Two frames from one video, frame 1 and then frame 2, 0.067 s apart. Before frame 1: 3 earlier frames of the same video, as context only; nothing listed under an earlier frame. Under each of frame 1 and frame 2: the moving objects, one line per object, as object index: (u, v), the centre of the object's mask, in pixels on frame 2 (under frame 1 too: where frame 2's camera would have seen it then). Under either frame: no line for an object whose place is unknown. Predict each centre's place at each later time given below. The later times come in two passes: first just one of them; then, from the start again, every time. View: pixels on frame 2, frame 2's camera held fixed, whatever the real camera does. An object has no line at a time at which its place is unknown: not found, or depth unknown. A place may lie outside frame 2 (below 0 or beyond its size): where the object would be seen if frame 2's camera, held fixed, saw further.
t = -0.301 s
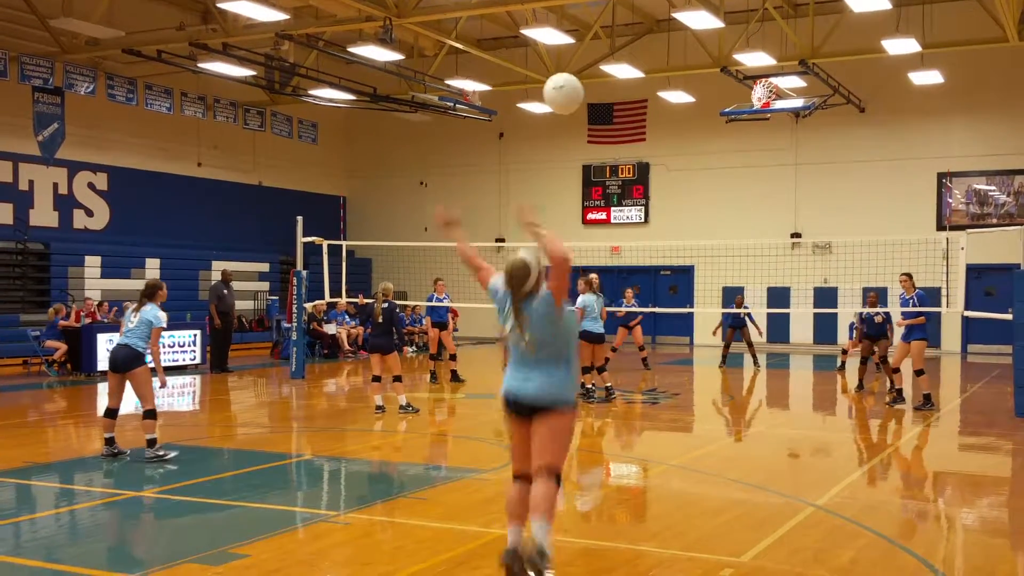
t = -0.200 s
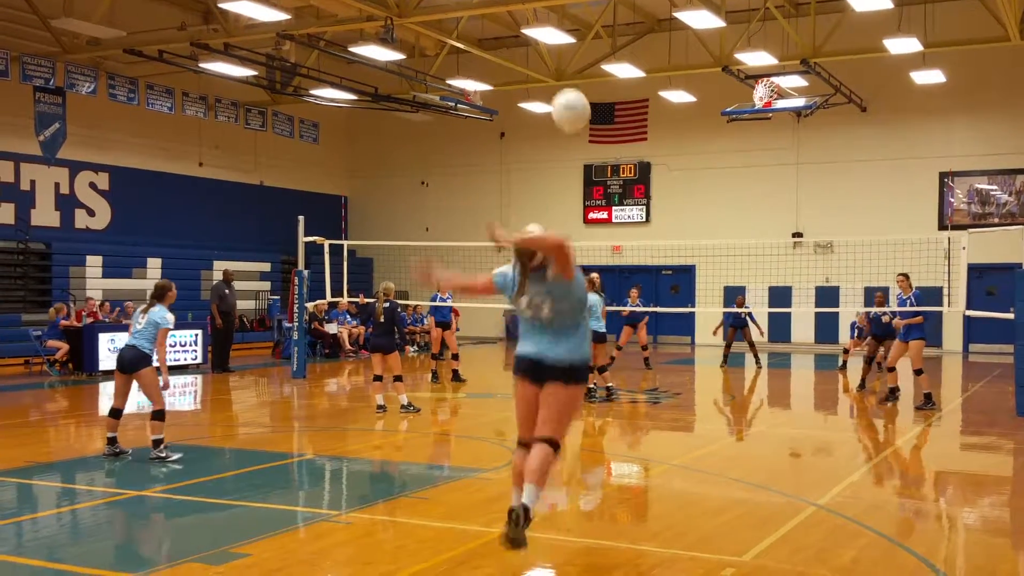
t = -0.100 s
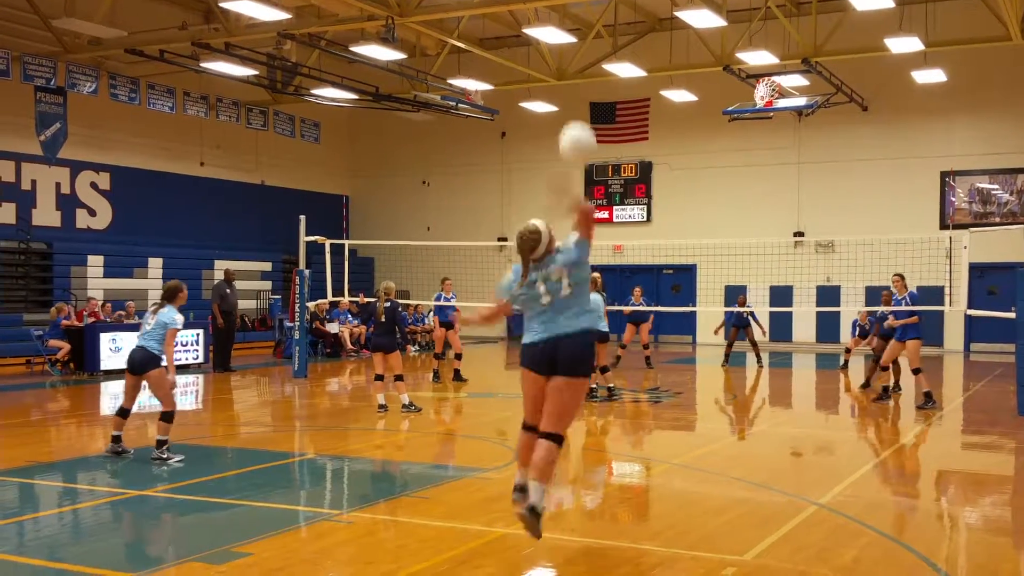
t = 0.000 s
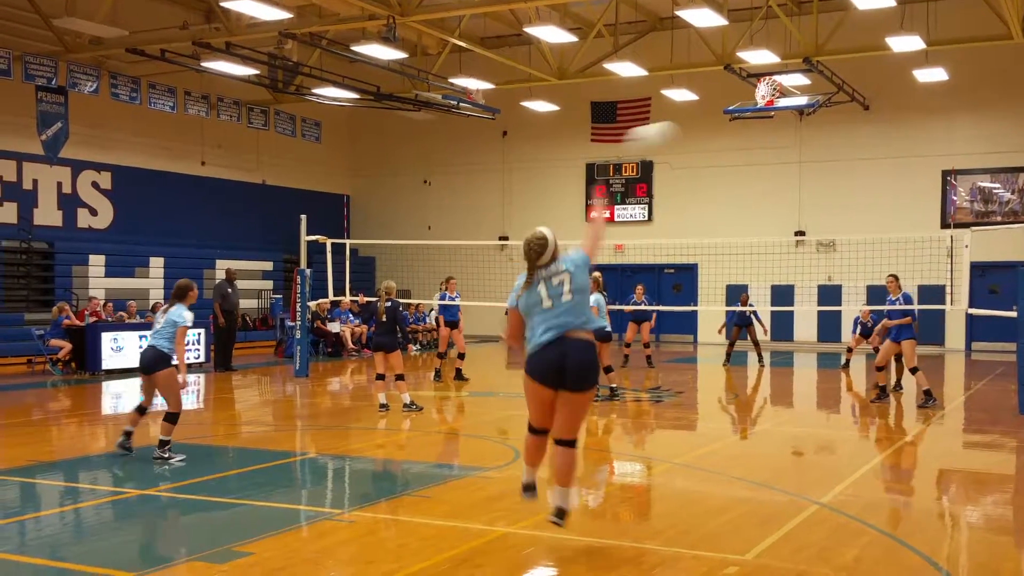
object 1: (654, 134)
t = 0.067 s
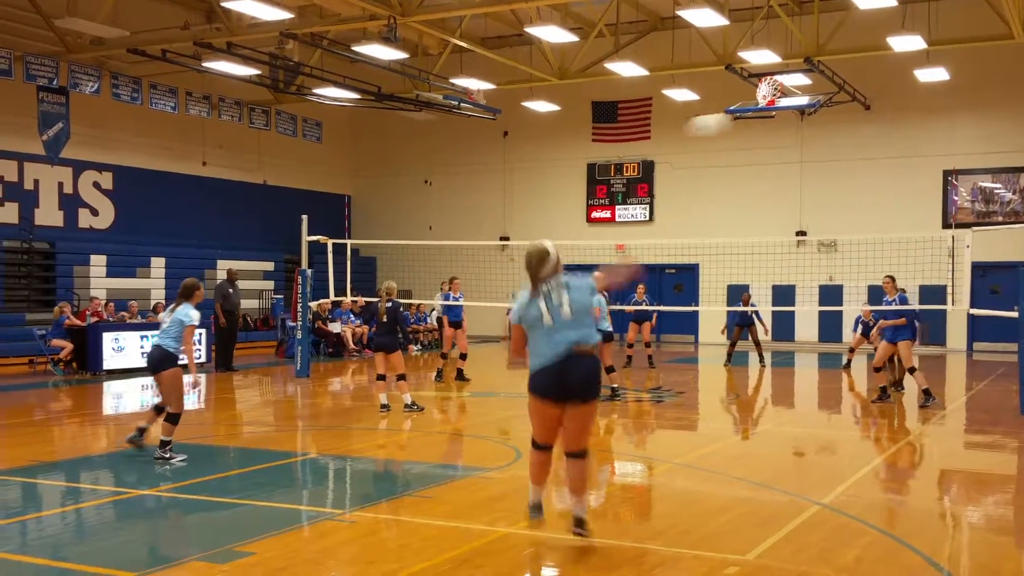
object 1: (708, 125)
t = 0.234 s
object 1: (809, 125)
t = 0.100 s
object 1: (732, 122)
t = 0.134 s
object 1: (756, 123)
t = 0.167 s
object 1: (777, 122)
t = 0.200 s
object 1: (793, 123)
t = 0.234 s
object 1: (809, 125)
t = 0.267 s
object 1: (823, 128)
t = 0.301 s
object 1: (836, 131)
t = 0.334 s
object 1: (847, 135)
